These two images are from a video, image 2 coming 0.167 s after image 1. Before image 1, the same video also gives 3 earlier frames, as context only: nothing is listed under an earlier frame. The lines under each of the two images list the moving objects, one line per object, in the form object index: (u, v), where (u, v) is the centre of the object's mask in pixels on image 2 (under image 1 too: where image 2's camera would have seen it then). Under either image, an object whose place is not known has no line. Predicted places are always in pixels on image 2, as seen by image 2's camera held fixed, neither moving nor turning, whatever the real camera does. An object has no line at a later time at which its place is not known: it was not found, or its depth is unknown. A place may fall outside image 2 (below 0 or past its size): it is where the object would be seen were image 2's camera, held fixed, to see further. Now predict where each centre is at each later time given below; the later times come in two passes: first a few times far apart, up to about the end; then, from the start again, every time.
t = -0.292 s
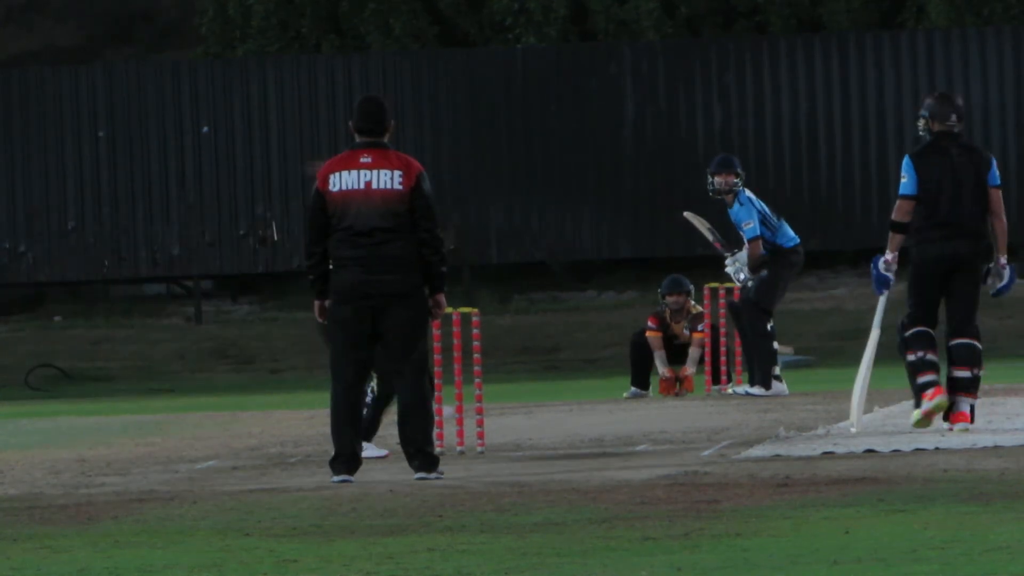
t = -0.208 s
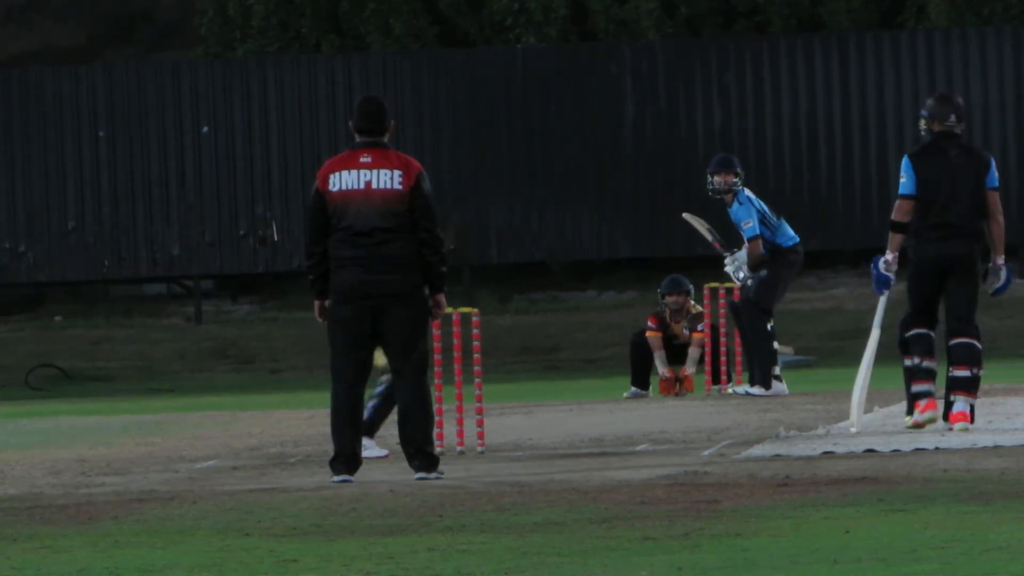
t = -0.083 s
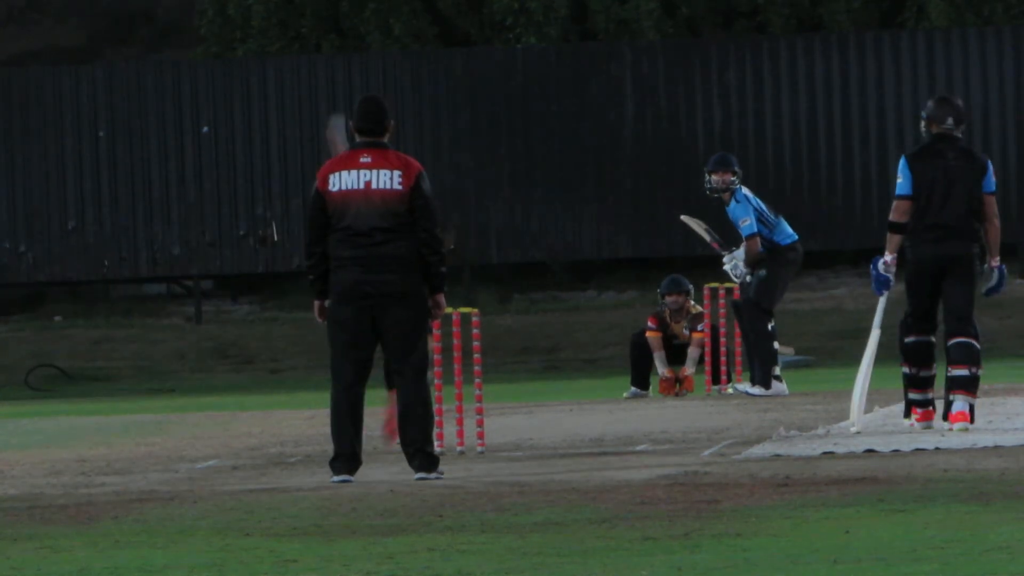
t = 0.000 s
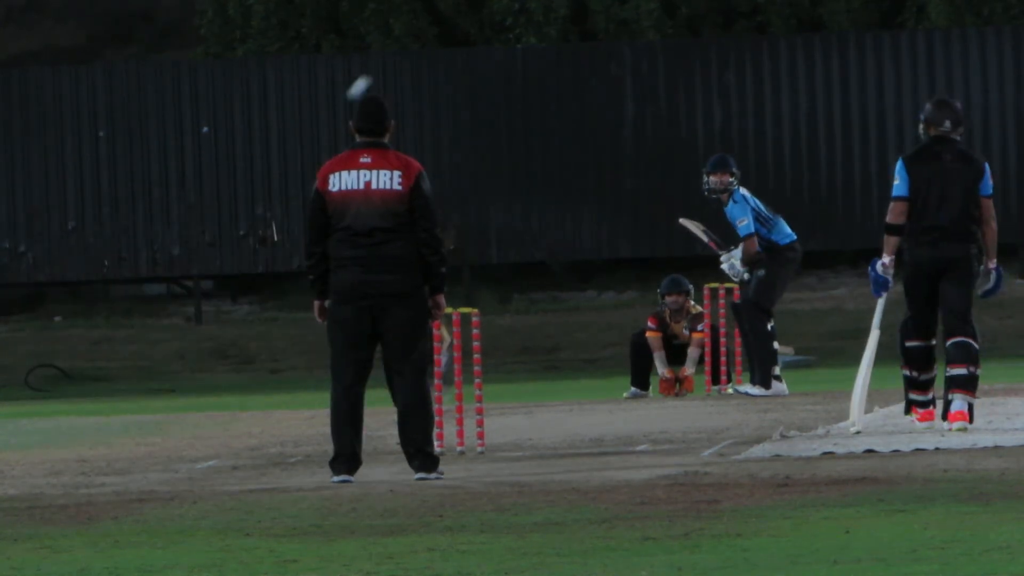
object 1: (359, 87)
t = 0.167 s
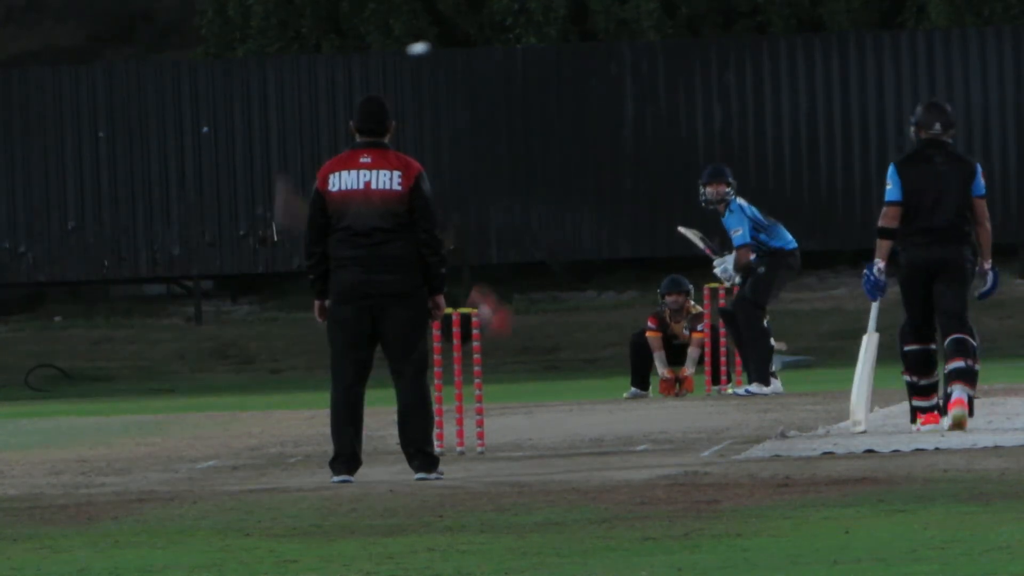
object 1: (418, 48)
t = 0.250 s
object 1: (447, 48)
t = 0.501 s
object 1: (533, 117)
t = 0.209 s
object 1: (432, 46)
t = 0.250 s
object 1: (447, 48)
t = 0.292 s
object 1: (461, 52)
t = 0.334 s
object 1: (475, 59)
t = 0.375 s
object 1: (490, 70)
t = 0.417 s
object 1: (504, 83)
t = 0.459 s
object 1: (519, 98)
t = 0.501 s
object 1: (533, 117)
